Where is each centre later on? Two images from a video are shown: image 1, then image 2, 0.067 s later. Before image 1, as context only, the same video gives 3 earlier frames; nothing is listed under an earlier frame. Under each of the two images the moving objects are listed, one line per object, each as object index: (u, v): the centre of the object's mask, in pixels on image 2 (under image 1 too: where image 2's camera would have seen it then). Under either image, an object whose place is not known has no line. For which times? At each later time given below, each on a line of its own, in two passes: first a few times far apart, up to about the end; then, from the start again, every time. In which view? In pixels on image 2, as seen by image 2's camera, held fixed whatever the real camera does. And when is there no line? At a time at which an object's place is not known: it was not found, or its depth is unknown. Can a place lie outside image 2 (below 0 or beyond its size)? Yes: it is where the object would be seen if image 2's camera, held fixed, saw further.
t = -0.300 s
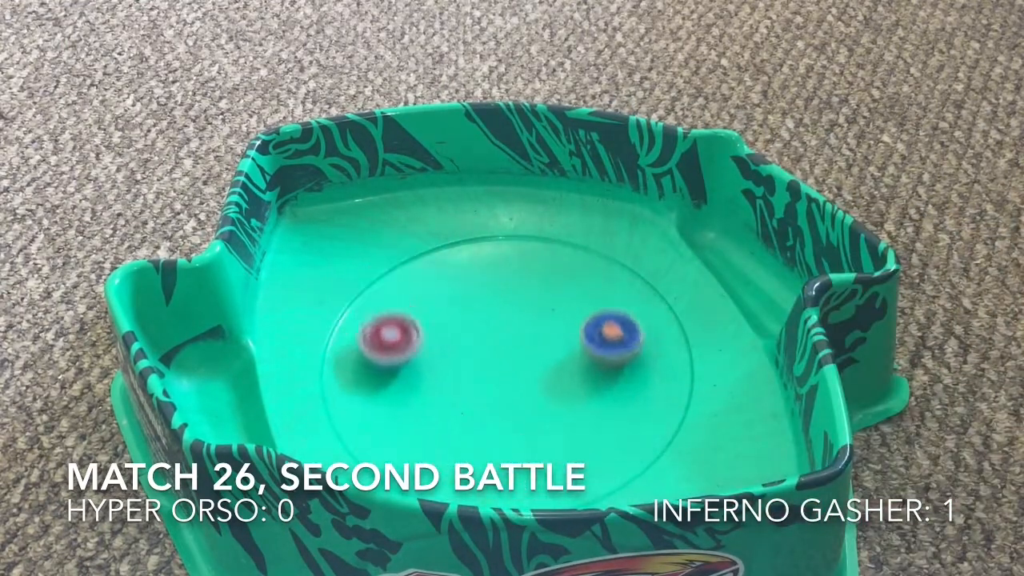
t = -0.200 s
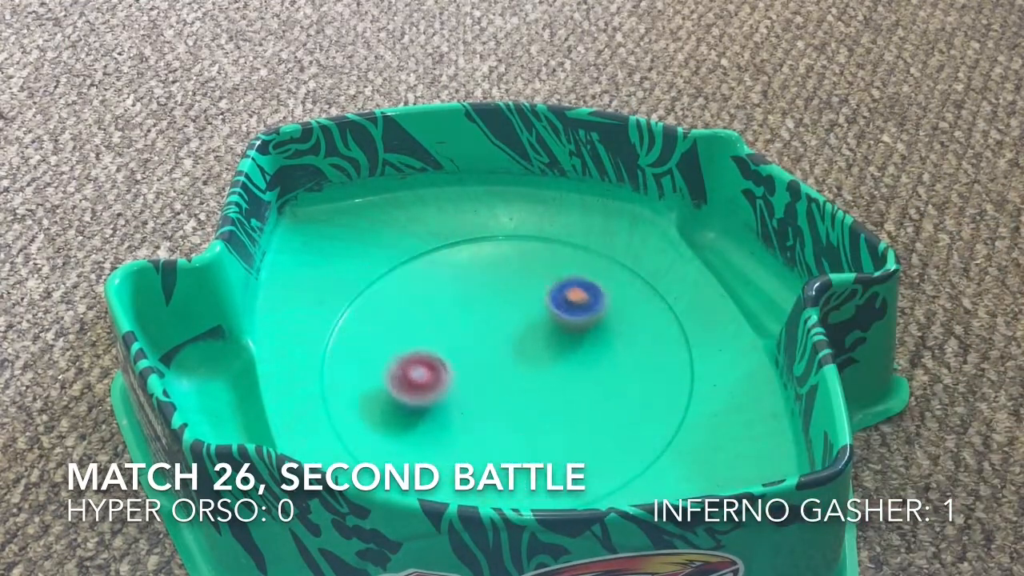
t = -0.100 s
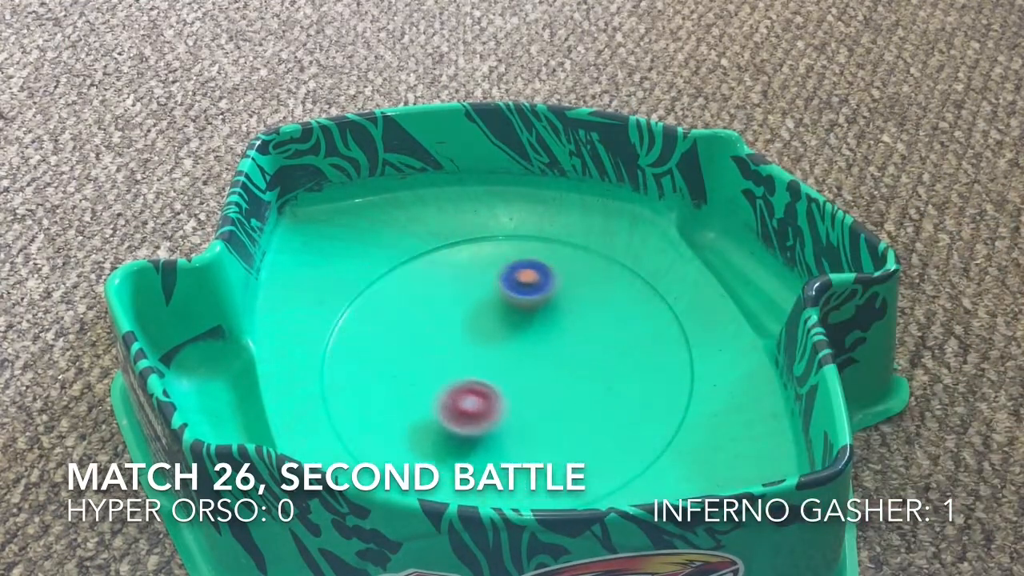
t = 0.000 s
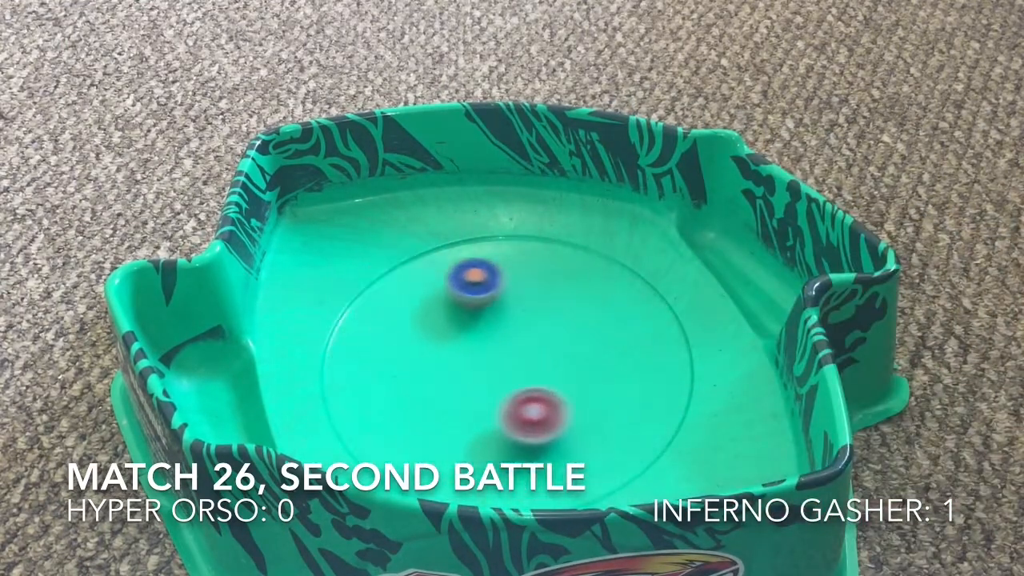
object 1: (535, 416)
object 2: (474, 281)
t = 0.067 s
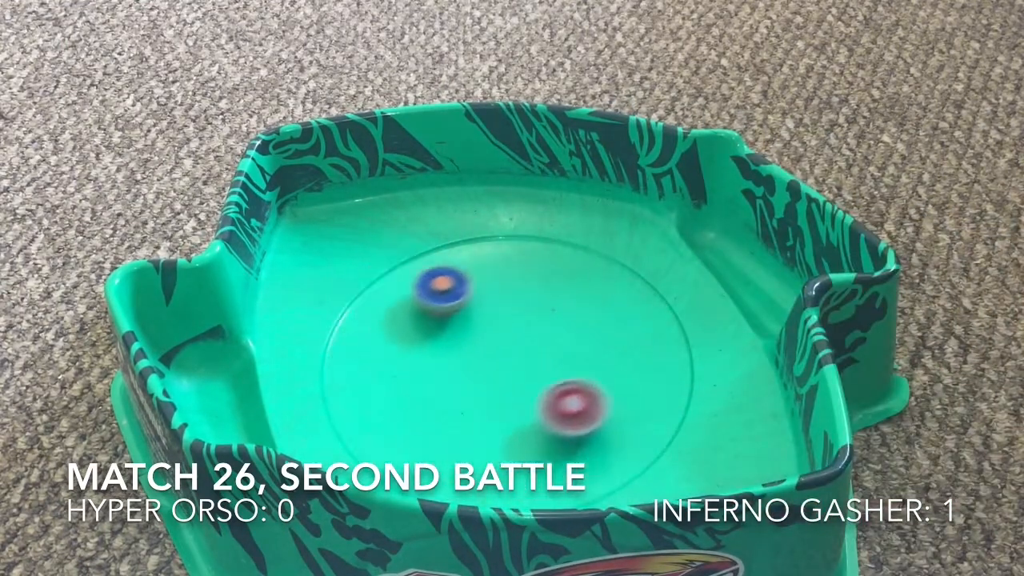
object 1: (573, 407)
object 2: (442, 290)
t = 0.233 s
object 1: (636, 359)
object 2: (390, 337)
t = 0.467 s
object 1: (603, 281)
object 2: (436, 414)
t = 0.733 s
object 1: (485, 285)
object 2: (576, 398)
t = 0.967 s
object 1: (441, 363)
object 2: (578, 310)
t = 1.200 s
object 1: (506, 435)
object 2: (480, 283)
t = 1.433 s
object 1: (606, 425)
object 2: (413, 336)
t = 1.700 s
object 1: (610, 349)
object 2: (488, 414)
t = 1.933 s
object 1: (518, 317)
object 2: (590, 379)
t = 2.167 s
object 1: (432, 353)
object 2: (567, 306)
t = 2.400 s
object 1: (431, 416)
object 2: (485, 305)
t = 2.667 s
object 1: (528, 430)
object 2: (459, 363)
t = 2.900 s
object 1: (569, 363)
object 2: (487, 384)
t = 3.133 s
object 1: (538, 290)
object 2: (495, 388)
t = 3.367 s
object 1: (449, 278)
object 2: (496, 387)
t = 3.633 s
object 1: (406, 339)
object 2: (488, 379)
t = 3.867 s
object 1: (321, 342)
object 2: (661, 394)
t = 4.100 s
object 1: (400, 372)
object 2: (699, 331)
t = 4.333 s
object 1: (439, 368)
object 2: (641, 281)
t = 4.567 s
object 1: (453, 335)
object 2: (546, 284)
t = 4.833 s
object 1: (326, 332)
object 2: (619, 306)
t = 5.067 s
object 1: (366, 390)
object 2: (622, 297)
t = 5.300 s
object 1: (464, 396)
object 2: (584, 313)
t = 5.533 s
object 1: (466, 368)
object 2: (605, 319)
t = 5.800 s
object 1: (469, 359)
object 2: (588, 322)
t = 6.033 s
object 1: (478, 343)
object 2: (554, 345)
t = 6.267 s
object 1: (479, 330)
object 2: (528, 383)
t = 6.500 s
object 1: (484, 328)
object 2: (512, 413)
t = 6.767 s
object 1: (499, 325)
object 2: (508, 427)
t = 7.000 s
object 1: (503, 322)
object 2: (511, 410)
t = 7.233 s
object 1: (512, 330)
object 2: (481, 385)
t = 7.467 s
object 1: (524, 339)
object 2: (448, 364)
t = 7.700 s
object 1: (536, 345)
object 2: (433, 349)
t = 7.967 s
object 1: (543, 349)
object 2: (449, 342)
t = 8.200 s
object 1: (540, 355)
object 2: (472, 328)
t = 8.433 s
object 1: (529, 363)
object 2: (495, 312)
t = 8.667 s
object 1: (521, 373)
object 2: (510, 308)
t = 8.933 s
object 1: (512, 382)
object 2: (526, 319)
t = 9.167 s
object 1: (505, 381)
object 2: (544, 334)
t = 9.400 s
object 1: (492, 375)
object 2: (562, 350)
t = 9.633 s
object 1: (480, 370)
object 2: (563, 364)
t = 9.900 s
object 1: (474, 364)
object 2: (550, 381)
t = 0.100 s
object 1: (591, 400)
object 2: (427, 297)
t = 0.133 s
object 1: (606, 392)
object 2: (415, 305)
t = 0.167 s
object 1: (618, 382)
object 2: (404, 314)
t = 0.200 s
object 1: (629, 370)
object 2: (396, 325)
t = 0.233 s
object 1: (636, 359)
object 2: (390, 337)
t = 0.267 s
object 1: (639, 347)
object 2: (388, 348)
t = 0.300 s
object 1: (639, 334)
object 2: (389, 361)
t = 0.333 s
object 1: (637, 322)
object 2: (393, 373)
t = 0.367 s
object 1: (632, 310)
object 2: (400, 384)
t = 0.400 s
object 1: (624, 299)
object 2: (409, 395)
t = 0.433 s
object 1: (615, 289)
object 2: (422, 405)
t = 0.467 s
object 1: (603, 281)
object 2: (436, 414)
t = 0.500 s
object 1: (591, 275)
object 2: (453, 421)
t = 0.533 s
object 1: (577, 270)
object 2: (471, 425)
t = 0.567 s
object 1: (562, 268)
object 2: (491, 427)
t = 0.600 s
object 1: (545, 268)
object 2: (511, 427)
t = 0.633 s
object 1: (530, 269)
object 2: (530, 424)
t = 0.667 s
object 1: (514, 272)
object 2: (548, 418)
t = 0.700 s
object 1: (499, 278)
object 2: (563, 408)
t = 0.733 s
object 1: (485, 285)
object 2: (576, 398)
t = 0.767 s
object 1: (472, 294)
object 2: (586, 386)
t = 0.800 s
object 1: (462, 304)
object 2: (593, 373)
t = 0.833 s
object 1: (453, 315)
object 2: (596, 359)
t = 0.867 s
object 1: (447, 326)
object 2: (596, 345)
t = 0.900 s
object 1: (443, 338)
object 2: (592, 333)
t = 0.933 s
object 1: (441, 351)
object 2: (587, 321)
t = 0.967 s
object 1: (441, 363)
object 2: (578, 310)
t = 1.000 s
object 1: (444, 376)
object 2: (566, 300)
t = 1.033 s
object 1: (449, 388)
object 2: (554, 292)
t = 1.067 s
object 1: (457, 400)
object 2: (540, 286)
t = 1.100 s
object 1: (466, 412)
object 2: (525, 283)
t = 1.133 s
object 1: (478, 422)
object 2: (510, 281)
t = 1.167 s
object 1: (491, 430)
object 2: (495, 281)
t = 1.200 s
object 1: (506, 435)
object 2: (480, 283)
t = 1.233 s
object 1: (522, 438)
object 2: (466, 286)
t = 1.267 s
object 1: (538, 440)
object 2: (452, 290)
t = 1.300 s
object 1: (554, 441)
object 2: (440, 297)
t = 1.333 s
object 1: (570, 439)
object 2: (430, 304)
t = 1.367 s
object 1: (584, 437)
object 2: (422, 314)
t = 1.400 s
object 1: (596, 432)
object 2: (416, 325)
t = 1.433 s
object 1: (606, 425)
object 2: (413, 336)
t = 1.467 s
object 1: (615, 417)
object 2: (413, 349)
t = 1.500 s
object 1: (622, 408)
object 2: (416, 361)
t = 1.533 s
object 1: (626, 399)
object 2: (422, 372)
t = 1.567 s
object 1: (627, 388)
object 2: (431, 383)
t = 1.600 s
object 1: (627, 378)
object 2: (442, 394)
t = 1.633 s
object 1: (624, 368)
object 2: (456, 403)
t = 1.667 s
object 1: (618, 358)
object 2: (471, 409)
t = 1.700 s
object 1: (610, 349)
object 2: (488, 414)
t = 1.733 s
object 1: (600, 340)
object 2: (506, 416)
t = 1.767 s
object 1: (589, 333)
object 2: (524, 415)
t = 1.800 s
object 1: (577, 327)
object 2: (541, 411)
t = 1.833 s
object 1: (563, 323)
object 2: (557, 406)
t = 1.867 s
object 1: (547, 319)
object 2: (570, 398)
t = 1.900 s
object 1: (533, 317)
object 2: (582, 389)
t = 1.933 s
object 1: (518, 317)
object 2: (590, 379)
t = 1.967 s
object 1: (502, 318)
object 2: (596, 367)
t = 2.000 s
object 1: (488, 321)
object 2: (599, 355)
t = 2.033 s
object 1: (474, 325)
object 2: (598, 343)
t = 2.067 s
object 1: (461, 330)
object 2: (594, 331)
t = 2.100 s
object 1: (449, 337)
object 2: (587, 320)
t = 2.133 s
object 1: (440, 344)
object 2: (578, 312)
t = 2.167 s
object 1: (432, 353)
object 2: (567, 306)
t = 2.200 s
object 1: (425, 361)
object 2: (555, 300)
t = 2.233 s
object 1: (422, 371)
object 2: (543, 297)
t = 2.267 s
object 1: (420, 380)
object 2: (531, 296)
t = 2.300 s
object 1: (419, 390)
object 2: (519, 295)
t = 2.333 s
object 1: (422, 399)
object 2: (507, 297)
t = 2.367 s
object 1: (425, 408)
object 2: (495, 301)
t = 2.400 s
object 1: (431, 416)
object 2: (485, 305)
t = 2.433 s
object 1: (439, 423)
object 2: (476, 311)
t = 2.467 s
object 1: (449, 430)
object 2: (468, 318)
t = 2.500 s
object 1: (461, 434)
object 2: (462, 325)
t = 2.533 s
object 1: (474, 437)
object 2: (458, 332)
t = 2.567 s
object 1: (488, 437)
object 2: (456, 340)
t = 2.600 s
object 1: (502, 437)
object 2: (455, 348)
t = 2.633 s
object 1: (516, 435)
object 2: (456, 356)
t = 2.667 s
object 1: (528, 430)
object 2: (459, 363)
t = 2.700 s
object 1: (539, 424)
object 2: (463, 370)
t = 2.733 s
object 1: (547, 415)
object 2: (469, 376)
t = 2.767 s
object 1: (554, 406)
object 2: (474, 380)
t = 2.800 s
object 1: (559, 396)
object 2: (480, 383)
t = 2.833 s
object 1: (560, 386)
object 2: (486, 384)
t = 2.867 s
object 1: (561, 375)
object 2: (491, 384)
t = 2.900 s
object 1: (569, 363)
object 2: (487, 384)
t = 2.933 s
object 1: (575, 351)
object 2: (484, 384)
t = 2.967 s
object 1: (576, 340)
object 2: (483, 384)
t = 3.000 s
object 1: (573, 329)
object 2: (485, 384)
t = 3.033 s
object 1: (567, 317)
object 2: (488, 385)
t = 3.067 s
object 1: (559, 308)
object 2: (491, 386)
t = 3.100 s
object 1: (549, 298)
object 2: (493, 388)
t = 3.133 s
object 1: (538, 290)
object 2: (495, 388)
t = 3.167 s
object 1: (527, 284)
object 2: (497, 389)
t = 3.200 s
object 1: (514, 279)
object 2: (498, 389)
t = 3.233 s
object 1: (501, 276)
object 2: (499, 389)
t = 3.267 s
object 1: (488, 274)
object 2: (499, 388)
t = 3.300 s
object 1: (474, 274)
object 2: (498, 388)
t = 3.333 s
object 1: (461, 276)
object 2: (498, 387)
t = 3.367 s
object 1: (449, 278)
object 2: (496, 387)
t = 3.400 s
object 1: (437, 282)
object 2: (495, 386)
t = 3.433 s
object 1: (428, 287)
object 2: (494, 385)
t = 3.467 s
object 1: (419, 293)
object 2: (493, 384)
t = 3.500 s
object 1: (413, 301)
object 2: (492, 383)
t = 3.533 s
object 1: (408, 309)
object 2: (491, 382)
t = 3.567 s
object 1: (405, 319)
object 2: (491, 381)
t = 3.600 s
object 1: (405, 328)
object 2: (489, 380)
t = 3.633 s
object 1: (406, 339)
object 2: (488, 379)
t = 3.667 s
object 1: (410, 349)
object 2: (488, 378)
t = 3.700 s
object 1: (416, 359)
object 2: (486, 377)
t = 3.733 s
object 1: (398, 360)
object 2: (509, 380)
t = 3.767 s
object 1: (364, 354)
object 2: (552, 388)
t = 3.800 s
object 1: (336, 349)
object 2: (594, 394)
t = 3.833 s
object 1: (321, 345)
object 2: (630, 395)
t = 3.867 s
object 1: (321, 342)
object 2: (661, 394)
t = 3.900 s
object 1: (323, 347)
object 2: (685, 389)
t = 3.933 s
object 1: (336, 351)
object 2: (694, 376)
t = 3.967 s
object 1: (350, 355)
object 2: (698, 370)
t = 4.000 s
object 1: (365, 360)
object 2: (700, 361)
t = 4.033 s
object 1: (378, 364)
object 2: (701, 352)
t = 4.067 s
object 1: (389, 368)
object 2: (701, 342)
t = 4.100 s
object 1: (400, 372)
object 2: (699, 331)
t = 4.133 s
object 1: (408, 375)
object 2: (696, 322)
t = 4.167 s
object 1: (414, 377)
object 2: (691, 313)
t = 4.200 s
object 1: (419, 378)
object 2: (685, 304)
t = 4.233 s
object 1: (423, 378)
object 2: (678, 296)
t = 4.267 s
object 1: (429, 376)
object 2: (669, 289)
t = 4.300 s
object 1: (434, 372)
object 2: (655, 285)
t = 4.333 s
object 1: (439, 368)
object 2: (641, 281)
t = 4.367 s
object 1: (443, 363)
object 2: (628, 277)
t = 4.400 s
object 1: (446, 358)
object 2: (615, 274)
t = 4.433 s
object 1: (448, 354)
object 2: (601, 273)
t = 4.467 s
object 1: (450, 349)
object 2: (588, 273)
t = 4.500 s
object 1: (451, 344)
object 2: (574, 276)
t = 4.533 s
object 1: (452, 340)
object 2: (560, 279)
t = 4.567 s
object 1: (453, 335)
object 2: (546, 284)
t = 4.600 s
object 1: (453, 331)
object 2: (533, 290)
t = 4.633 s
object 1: (452, 325)
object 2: (521, 297)
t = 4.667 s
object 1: (451, 322)
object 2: (513, 304)
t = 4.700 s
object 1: (417, 322)
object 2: (539, 305)
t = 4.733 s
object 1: (384, 323)
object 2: (567, 304)
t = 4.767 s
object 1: (356, 325)
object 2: (590, 304)
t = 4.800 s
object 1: (337, 328)
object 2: (607, 306)
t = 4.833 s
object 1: (326, 332)
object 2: (619, 306)
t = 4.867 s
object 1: (328, 340)
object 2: (627, 305)
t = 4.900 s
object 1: (331, 351)
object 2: (631, 304)
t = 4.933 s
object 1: (336, 359)
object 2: (632, 302)
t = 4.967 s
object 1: (342, 368)
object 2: (632, 299)
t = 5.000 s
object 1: (348, 376)
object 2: (630, 297)
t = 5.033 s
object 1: (356, 383)
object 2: (626, 297)
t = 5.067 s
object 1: (366, 390)
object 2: (622, 297)
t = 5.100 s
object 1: (378, 395)
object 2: (617, 298)
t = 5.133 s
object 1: (391, 399)
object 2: (612, 300)
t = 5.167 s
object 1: (404, 401)
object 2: (606, 301)
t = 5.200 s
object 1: (419, 403)
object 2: (601, 304)
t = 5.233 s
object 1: (434, 402)
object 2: (595, 306)
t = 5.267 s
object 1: (449, 400)
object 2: (590, 309)
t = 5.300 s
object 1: (464, 396)
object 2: (584, 313)
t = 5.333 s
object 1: (478, 390)
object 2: (578, 318)
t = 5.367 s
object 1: (491, 384)
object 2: (572, 324)
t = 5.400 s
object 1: (501, 375)
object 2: (566, 330)
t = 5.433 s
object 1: (507, 368)
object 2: (563, 335)
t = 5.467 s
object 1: (490, 369)
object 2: (582, 328)
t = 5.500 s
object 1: (476, 369)
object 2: (596, 322)
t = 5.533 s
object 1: (466, 368)
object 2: (605, 319)
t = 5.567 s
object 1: (461, 366)
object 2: (609, 318)
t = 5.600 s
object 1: (459, 364)
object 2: (610, 317)
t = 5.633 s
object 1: (459, 364)
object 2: (609, 317)
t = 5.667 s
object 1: (461, 363)
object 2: (606, 318)
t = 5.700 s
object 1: (463, 362)
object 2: (602, 319)
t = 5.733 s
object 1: (465, 361)
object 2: (598, 319)
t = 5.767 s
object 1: (467, 360)
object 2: (593, 320)
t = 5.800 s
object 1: (469, 359)
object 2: (588, 322)
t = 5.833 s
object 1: (471, 357)
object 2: (583, 324)
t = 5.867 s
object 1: (473, 355)
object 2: (578, 325)
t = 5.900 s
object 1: (474, 353)
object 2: (573, 328)
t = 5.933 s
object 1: (475, 351)
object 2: (569, 332)
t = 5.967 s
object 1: (476, 348)
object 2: (564, 336)
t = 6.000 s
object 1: (477, 346)
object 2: (559, 340)
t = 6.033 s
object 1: (478, 343)
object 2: (554, 345)
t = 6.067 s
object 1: (478, 341)
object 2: (549, 350)
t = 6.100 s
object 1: (479, 338)
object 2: (545, 355)
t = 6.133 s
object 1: (478, 336)
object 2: (541, 361)
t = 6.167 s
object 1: (478, 335)
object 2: (537, 366)
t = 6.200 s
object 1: (478, 333)
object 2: (534, 372)
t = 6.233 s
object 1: (479, 332)
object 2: (531, 378)
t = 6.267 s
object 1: (479, 330)
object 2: (528, 383)
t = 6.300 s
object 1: (479, 329)
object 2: (526, 388)
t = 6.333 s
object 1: (480, 329)
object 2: (523, 393)
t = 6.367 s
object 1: (480, 328)
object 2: (521, 397)
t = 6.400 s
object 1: (481, 328)
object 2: (518, 402)
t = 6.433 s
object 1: (482, 328)
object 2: (516, 406)
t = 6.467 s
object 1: (483, 328)
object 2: (514, 410)
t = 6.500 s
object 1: (484, 328)
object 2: (512, 413)
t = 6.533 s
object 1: (485, 328)
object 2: (510, 417)
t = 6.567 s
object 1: (487, 328)
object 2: (509, 420)
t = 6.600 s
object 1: (489, 328)
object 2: (508, 423)
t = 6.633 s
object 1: (490, 327)
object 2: (507, 425)
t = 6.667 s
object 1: (492, 327)
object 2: (507, 428)
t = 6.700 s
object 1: (495, 326)
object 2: (507, 428)
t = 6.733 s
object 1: (497, 326)
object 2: (508, 428)
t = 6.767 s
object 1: (499, 325)
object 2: (508, 427)
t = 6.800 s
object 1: (501, 325)
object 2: (509, 425)
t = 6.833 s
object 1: (502, 324)
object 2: (511, 423)
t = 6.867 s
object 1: (502, 324)
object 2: (512, 421)
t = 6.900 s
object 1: (502, 323)
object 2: (512, 418)
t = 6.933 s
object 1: (502, 322)
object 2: (513, 416)
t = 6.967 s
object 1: (503, 322)
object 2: (513, 413)
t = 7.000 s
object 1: (503, 322)
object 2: (511, 410)
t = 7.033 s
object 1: (504, 322)
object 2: (508, 407)
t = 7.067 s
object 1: (505, 322)
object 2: (505, 404)
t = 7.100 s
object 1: (506, 323)
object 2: (501, 400)
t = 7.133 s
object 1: (507, 325)
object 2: (496, 397)
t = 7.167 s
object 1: (508, 326)
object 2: (491, 392)
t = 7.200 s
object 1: (510, 328)
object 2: (487, 388)
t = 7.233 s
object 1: (512, 330)
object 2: (481, 385)
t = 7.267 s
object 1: (514, 332)
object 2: (476, 381)
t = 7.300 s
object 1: (515, 333)
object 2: (471, 377)
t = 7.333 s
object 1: (517, 335)
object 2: (466, 375)
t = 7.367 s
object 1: (519, 336)
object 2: (461, 372)
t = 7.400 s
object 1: (521, 337)
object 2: (456, 369)
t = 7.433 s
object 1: (522, 338)
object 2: (452, 366)
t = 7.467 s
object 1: (524, 339)
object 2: (448, 364)
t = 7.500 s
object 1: (525, 340)
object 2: (444, 361)
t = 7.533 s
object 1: (527, 341)
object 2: (440, 359)
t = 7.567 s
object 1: (529, 342)
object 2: (437, 357)
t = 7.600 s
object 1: (530, 343)
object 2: (435, 355)
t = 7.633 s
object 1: (532, 344)
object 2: (434, 353)
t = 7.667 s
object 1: (534, 344)
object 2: (433, 351)
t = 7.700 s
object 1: (536, 345)
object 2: (433, 349)
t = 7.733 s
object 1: (537, 346)
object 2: (433, 348)
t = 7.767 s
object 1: (539, 346)
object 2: (434, 347)
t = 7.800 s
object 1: (540, 347)
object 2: (436, 346)
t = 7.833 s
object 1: (541, 347)
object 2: (438, 345)
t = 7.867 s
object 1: (542, 348)
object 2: (440, 344)
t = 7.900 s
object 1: (542, 348)
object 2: (442, 344)
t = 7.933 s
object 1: (543, 348)
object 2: (446, 343)
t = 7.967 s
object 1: (543, 349)
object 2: (449, 342)
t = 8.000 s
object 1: (543, 350)
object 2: (452, 341)
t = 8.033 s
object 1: (542, 350)
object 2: (455, 339)
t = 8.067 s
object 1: (542, 351)
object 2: (458, 337)
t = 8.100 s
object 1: (542, 352)
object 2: (462, 335)
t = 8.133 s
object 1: (541, 353)
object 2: (465, 333)
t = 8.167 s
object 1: (540, 354)
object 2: (469, 330)
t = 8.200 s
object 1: (540, 355)
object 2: (472, 328)
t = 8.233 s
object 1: (538, 356)
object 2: (476, 325)
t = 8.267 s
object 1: (537, 357)
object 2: (479, 323)
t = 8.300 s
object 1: (536, 358)
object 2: (482, 320)
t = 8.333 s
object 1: (534, 359)
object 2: (485, 318)
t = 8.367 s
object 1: (532, 361)
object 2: (488, 316)
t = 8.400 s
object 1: (531, 362)
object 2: (492, 314)
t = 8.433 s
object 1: (529, 363)
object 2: (495, 312)
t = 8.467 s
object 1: (528, 364)
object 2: (498, 310)
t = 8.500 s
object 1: (527, 366)
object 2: (501, 309)
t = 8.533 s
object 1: (526, 367)
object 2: (503, 307)
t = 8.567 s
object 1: (525, 368)
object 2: (505, 307)
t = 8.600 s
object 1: (523, 370)
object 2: (508, 307)
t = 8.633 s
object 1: (522, 371)
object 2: (509, 307)
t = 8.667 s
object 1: (521, 373)
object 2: (510, 308)
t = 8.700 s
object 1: (519, 374)
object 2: (511, 309)
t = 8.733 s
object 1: (517, 375)
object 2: (513, 310)
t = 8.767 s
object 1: (516, 377)
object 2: (515, 311)
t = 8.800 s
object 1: (515, 378)
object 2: (517, 313)
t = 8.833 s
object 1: (514, 380)
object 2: (519, 314)
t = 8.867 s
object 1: (513, 380)
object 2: (521, 316)
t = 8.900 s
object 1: (513, 381)
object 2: (523, 317)
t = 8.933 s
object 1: (512, 382)
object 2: (526, 319)
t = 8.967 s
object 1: (511, 382)
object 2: (528, 321)
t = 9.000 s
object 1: (511, 383)
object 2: (531, 323)
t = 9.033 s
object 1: (510, 383)
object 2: (533, 325)
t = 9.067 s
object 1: (509, 383)
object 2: (536, 327)
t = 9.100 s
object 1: (508, 382)
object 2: (538, 330)
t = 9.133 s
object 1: (506, 382)
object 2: (541, 332)
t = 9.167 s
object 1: (505, 381)
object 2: (544, 334)
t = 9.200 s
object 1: (503, 381)
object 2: (547, 337)
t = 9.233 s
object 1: (502, 380)
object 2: (550, 339)
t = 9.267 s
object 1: (500, 379)
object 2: (553, 341)
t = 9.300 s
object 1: (498, 378)
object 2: (556, 344)
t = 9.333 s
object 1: (496, 377)
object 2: (558, 346)
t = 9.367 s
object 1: (494, 377)
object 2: (561, 348)
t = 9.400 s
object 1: (492, 375)
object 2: (562, 350)
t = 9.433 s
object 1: (490, 375)
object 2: (564, 353)
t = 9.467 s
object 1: (488, 374)
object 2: (565, 355)
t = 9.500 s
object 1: (486, 373)
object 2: (565, 357)
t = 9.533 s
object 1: (484, 372)
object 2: (565, 359)
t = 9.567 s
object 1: (483, 371)
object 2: (565, 361)
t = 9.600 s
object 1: (481, 370)
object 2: (564, 362)
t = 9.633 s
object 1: (480, 370)
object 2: (563, 364)
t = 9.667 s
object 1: (478, 369)
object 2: (562, 366)
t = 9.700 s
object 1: (477, 368)
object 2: (561, 369)
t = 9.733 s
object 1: (476, 367)
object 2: (560, 371)
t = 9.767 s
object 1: (475, 366)
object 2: (558, 373)
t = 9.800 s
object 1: (475, 366)
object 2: (556, 375)
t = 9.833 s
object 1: (474, 365)
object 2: (555, 377)
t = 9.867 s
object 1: (474, 364)
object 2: (552, 379)
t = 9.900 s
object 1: (474, 364)
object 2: (550, 381)
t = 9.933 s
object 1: (473, 363)
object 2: (548, 383)
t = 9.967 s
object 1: (473, 362)
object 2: (545, 385)
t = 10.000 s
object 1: (473, 362)
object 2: (543, 387)
